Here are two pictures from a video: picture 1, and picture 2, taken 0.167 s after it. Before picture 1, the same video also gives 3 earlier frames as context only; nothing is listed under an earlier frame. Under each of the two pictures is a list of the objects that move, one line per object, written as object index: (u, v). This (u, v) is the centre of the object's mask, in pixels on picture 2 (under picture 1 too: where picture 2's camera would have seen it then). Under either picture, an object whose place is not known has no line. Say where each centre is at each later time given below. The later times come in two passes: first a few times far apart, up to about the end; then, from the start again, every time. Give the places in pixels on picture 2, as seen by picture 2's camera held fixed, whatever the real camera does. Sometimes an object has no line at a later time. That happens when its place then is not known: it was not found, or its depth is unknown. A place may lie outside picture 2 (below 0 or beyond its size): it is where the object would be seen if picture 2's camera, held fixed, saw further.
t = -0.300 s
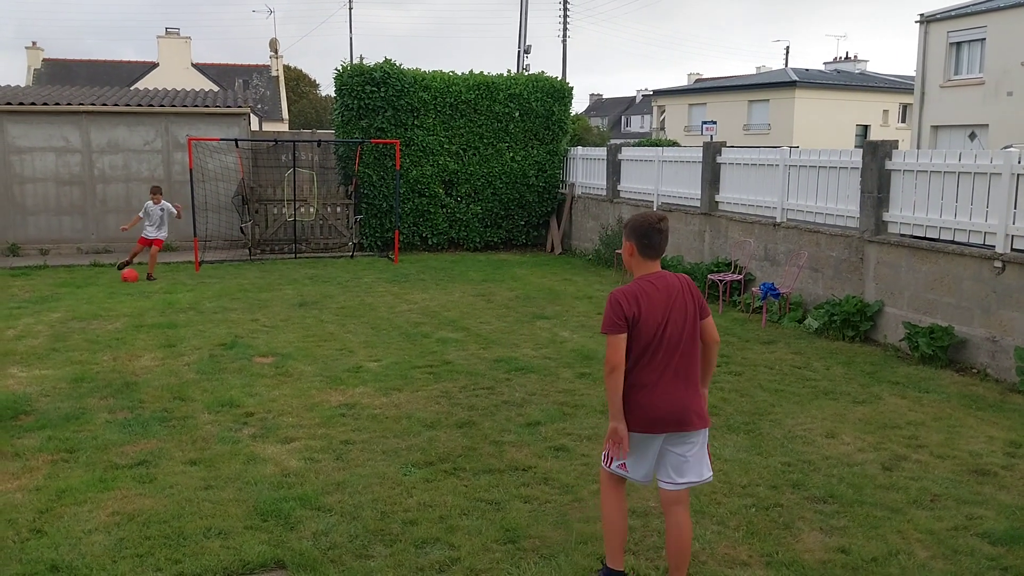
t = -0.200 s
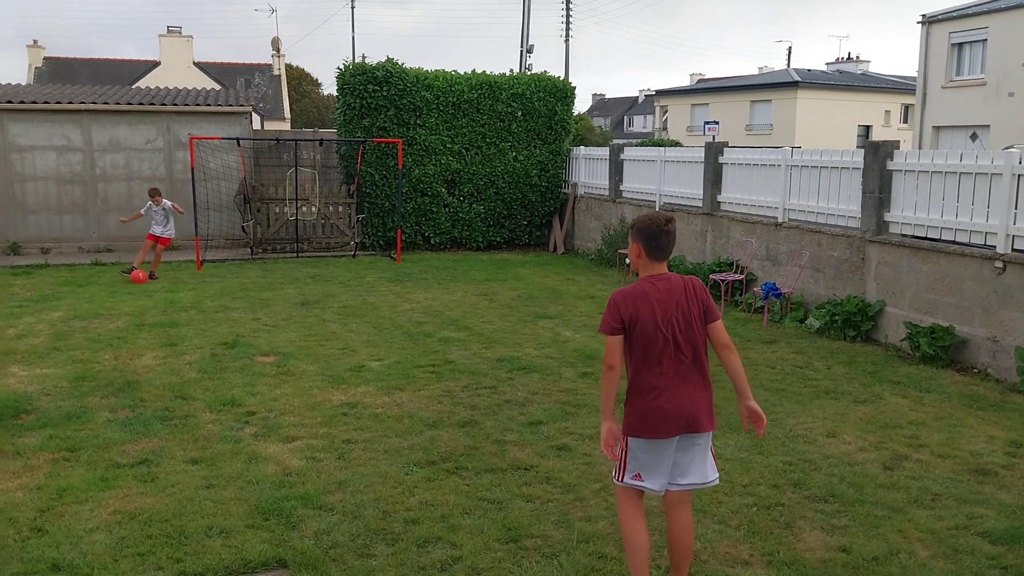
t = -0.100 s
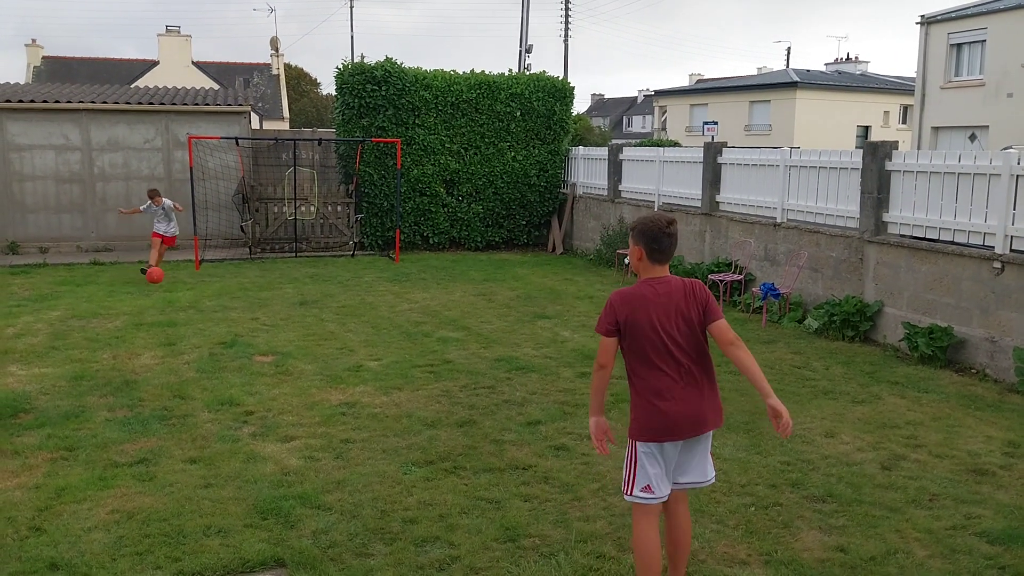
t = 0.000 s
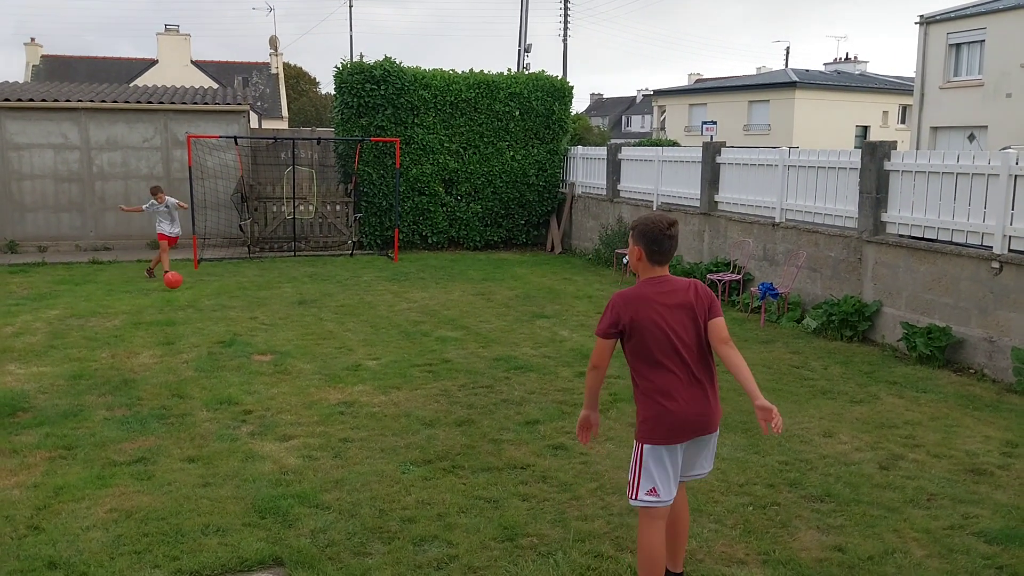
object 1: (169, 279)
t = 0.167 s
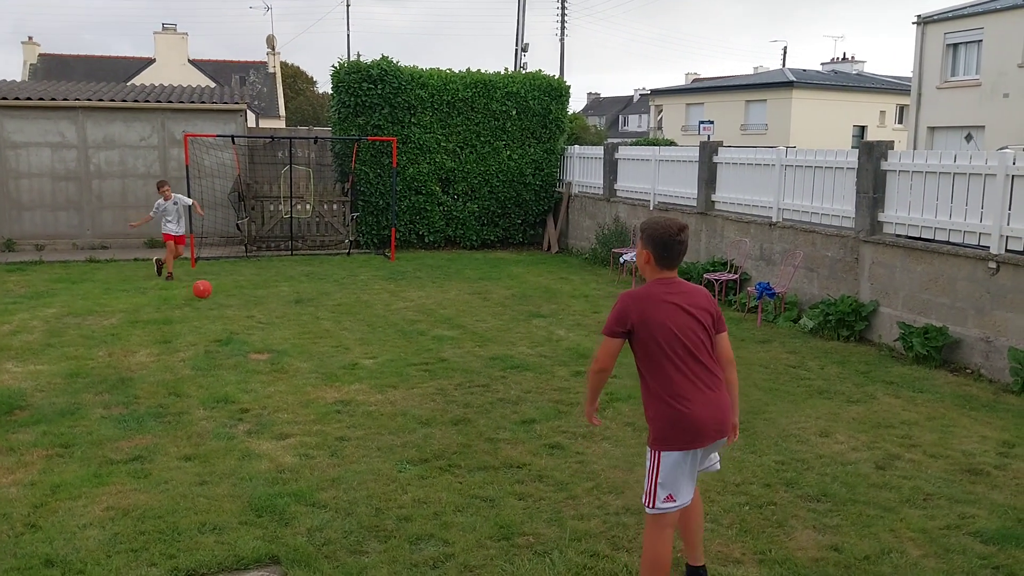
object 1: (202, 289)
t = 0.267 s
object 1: (221, 295)
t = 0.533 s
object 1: (276, 310)
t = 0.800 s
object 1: (337, 327)
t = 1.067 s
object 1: (404, 344)
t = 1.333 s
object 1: (472, 355)
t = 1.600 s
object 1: (541, 377)
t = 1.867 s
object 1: (617, 398)
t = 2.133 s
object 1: (697, 417)
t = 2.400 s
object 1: (777, 441)
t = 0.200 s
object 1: (208, 290)
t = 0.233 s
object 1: (214, 292)
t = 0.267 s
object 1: (221, 295)
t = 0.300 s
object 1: (228, 299)
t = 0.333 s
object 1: (235, 301)
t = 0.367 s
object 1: (241, 301)
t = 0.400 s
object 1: (248, 301)
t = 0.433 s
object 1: (255, 301)
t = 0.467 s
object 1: (262, 303)
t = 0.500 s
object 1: (269, 306)
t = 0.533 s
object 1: (276, 310)
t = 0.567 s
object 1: (284, 314)
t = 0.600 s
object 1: (291, 315)
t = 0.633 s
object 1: (298, 315)
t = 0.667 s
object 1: (306, 315)
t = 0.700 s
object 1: (313, 317)
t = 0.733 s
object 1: (321, 320)
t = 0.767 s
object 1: (329, 324)
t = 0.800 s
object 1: (337, 327)
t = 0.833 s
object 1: (345, 329)
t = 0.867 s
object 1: (353, 331)
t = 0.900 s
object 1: (361, 333)
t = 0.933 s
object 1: (370, 334)
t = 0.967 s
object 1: (378, 337)
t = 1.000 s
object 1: (387, 340)
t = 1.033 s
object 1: (396, 342)
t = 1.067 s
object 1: (404, 344)
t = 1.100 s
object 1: (413, 345)
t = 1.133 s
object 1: (421, 347)
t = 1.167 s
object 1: (430, 350)
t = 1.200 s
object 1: (439, 352)
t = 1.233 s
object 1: (448, 354)
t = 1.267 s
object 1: (456, 354)
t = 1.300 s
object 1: (464, 354)
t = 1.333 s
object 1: (472, 355)
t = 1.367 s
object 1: (481, 357)
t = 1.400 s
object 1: (489, 361)
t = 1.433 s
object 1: (498, 365)
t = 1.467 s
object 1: (506, 367)
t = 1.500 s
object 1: (515, 369)
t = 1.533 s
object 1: (523, 371)
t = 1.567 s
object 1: (532, 374)
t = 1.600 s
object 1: (541, 377)
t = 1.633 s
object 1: (550, 381)
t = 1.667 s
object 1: (560, 384)
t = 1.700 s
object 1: (569, 386)
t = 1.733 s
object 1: (579, 389)
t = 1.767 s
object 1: (588, 391)
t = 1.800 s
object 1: (598, 393)
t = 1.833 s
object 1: (608, 395)
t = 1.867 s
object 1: (617, 398)
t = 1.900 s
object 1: (627, 402)
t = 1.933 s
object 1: (637, 403)
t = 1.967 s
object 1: (647, 406)
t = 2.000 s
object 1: (657, 408)
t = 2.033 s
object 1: (667, 411)
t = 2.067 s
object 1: (677, 413)
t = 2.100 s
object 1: (687, 415)
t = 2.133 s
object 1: (697, 417)
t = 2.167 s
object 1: (707, 421)
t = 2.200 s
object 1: (718, 425)
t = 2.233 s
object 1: (728, 427)
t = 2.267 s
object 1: (737, 429)
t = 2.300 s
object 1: (747, 431)
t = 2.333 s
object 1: (757, 435)
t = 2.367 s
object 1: (767, 439)
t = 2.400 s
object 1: (777, 441)
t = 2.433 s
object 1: (786, 442)
